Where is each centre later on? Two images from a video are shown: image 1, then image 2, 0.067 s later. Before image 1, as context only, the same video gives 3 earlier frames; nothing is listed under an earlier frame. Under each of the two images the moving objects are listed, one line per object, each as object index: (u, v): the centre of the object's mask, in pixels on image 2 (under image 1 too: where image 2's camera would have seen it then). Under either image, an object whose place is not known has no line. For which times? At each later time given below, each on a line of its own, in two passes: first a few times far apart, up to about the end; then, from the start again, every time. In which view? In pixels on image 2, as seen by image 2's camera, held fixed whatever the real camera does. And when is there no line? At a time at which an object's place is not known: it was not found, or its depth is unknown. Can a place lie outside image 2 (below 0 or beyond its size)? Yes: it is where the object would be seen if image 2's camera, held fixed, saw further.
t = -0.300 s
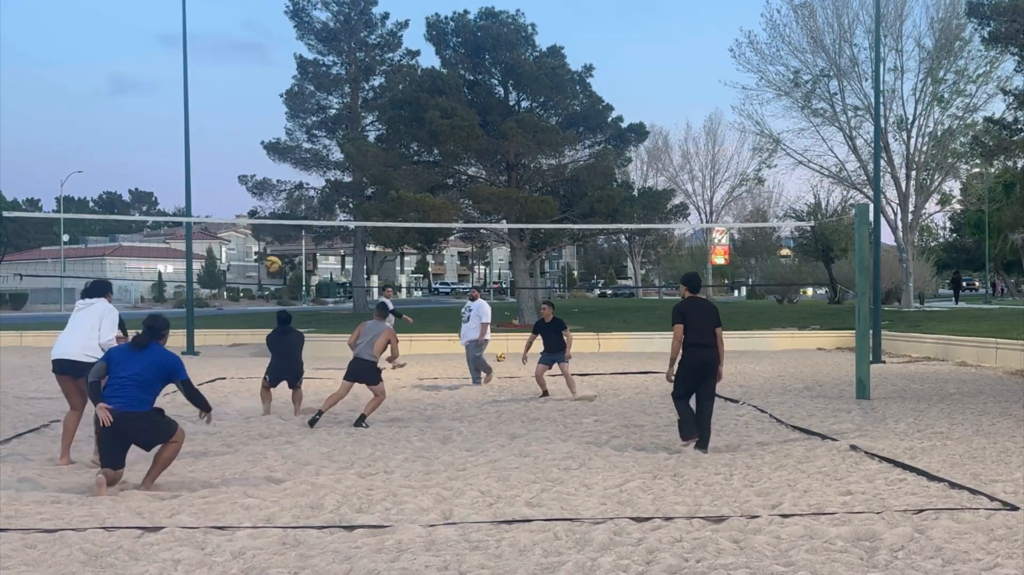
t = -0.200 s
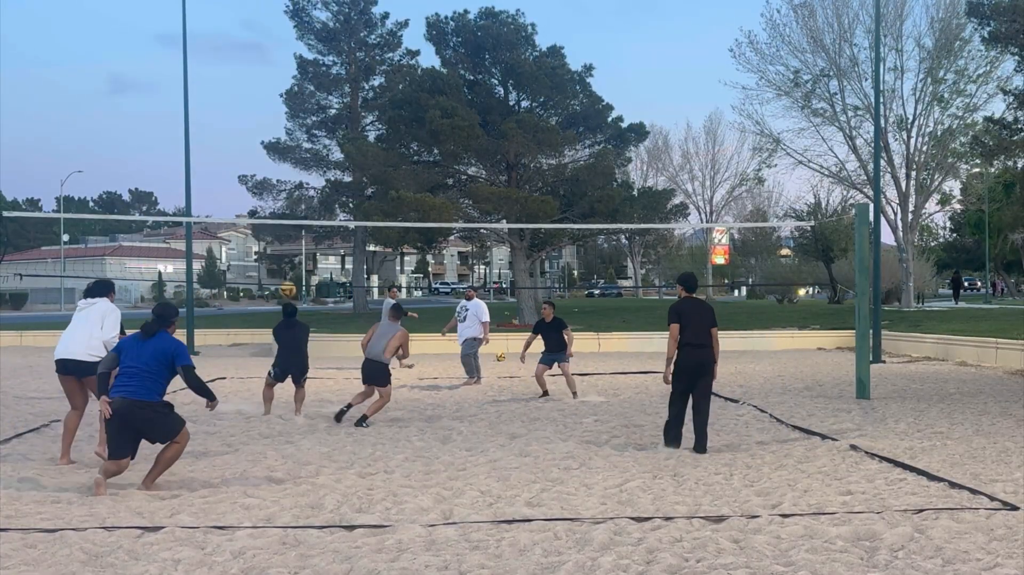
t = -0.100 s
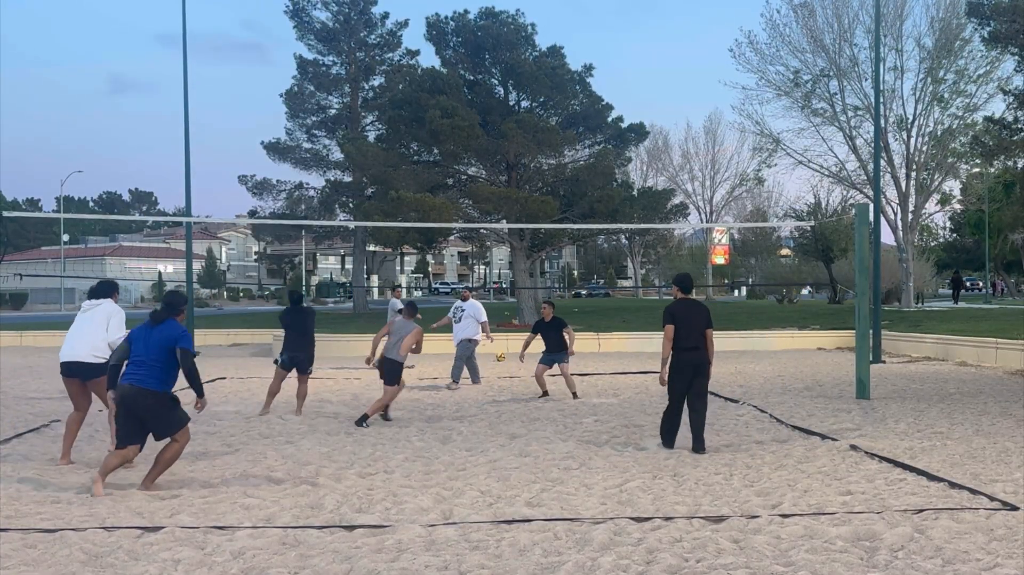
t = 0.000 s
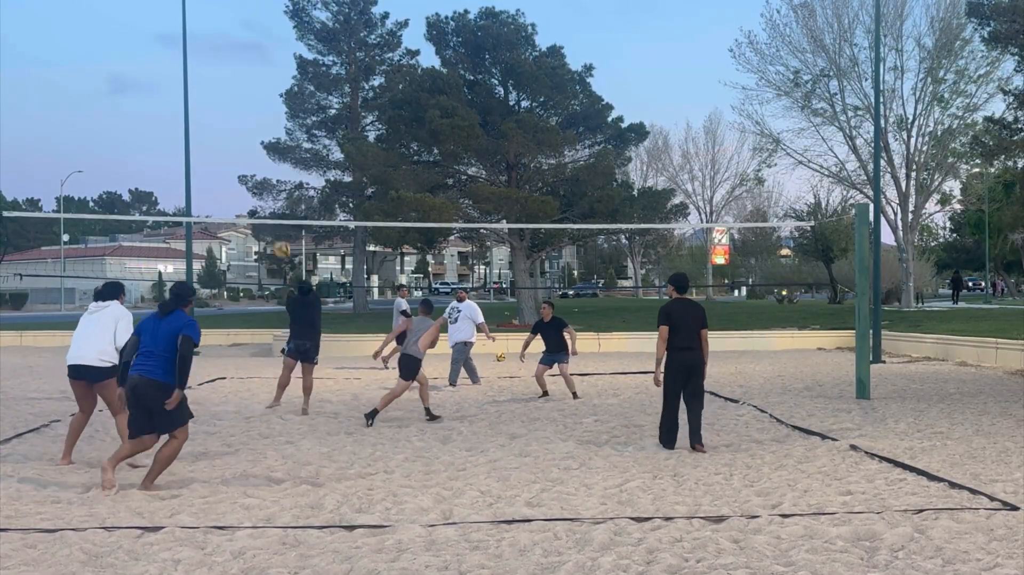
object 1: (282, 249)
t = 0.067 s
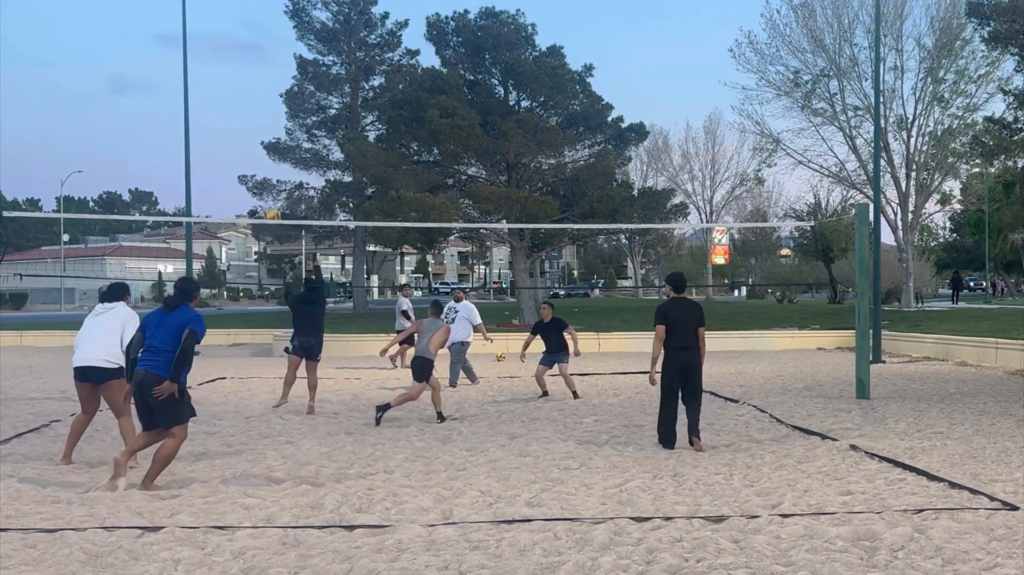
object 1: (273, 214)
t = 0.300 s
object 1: (235, 124)
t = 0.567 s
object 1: (195, 69)
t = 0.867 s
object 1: (150, 71)
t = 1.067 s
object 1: (122, 108)
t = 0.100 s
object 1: (266, 200)
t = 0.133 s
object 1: (261, 186)
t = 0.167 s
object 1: (256, 172)
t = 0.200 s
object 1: (251, 159)
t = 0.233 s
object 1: (245, 146)
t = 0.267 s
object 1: (240, 135)
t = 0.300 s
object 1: (235, 124)
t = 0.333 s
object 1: (230, 114)
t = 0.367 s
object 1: (225, 106)
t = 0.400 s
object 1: (220, 98)
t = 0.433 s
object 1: (214, 90)
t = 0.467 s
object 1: (209, 84)
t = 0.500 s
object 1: (204, 78)
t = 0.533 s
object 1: (199, 73)
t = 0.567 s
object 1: (195, 69)
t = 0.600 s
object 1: (190, 66)
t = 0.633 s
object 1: (184, 64)
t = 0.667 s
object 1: (180, 62)
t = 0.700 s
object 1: (175, 61)
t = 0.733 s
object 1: (170, 62)
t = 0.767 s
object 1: (165, 63)
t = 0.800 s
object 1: (160, 64)
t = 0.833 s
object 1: (155, 67)
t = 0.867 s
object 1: (150, 71)
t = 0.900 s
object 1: (145, 75)
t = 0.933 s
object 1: (141, 80)
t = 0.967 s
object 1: (136, 86)
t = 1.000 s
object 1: (131, 93)
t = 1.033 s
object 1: (126, 100)
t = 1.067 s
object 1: (122, 108)
